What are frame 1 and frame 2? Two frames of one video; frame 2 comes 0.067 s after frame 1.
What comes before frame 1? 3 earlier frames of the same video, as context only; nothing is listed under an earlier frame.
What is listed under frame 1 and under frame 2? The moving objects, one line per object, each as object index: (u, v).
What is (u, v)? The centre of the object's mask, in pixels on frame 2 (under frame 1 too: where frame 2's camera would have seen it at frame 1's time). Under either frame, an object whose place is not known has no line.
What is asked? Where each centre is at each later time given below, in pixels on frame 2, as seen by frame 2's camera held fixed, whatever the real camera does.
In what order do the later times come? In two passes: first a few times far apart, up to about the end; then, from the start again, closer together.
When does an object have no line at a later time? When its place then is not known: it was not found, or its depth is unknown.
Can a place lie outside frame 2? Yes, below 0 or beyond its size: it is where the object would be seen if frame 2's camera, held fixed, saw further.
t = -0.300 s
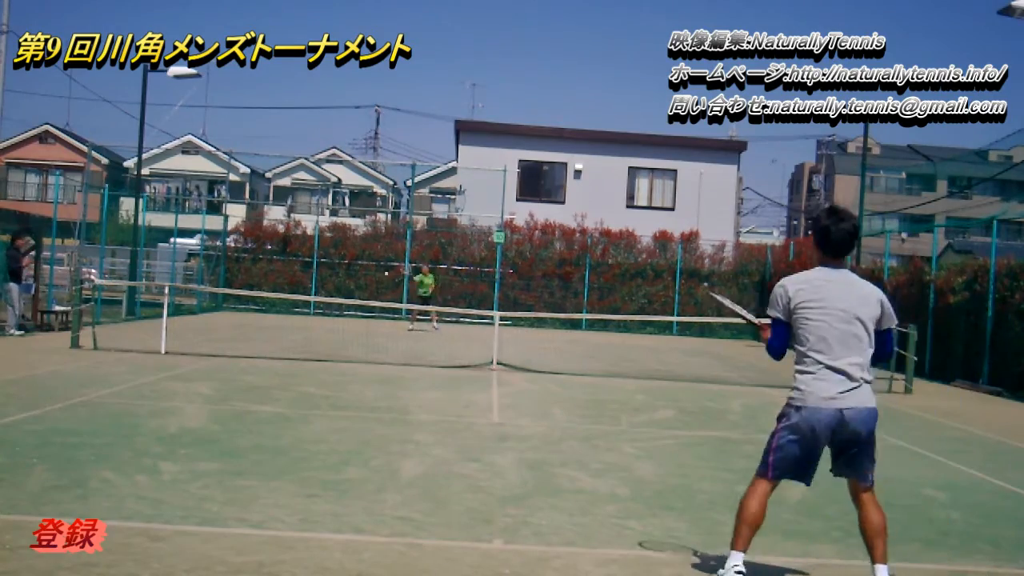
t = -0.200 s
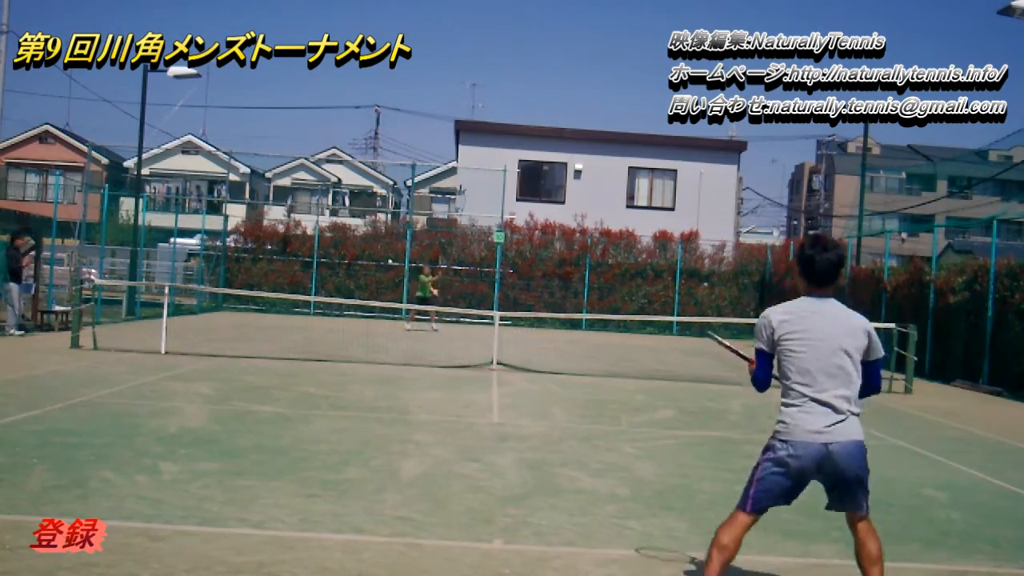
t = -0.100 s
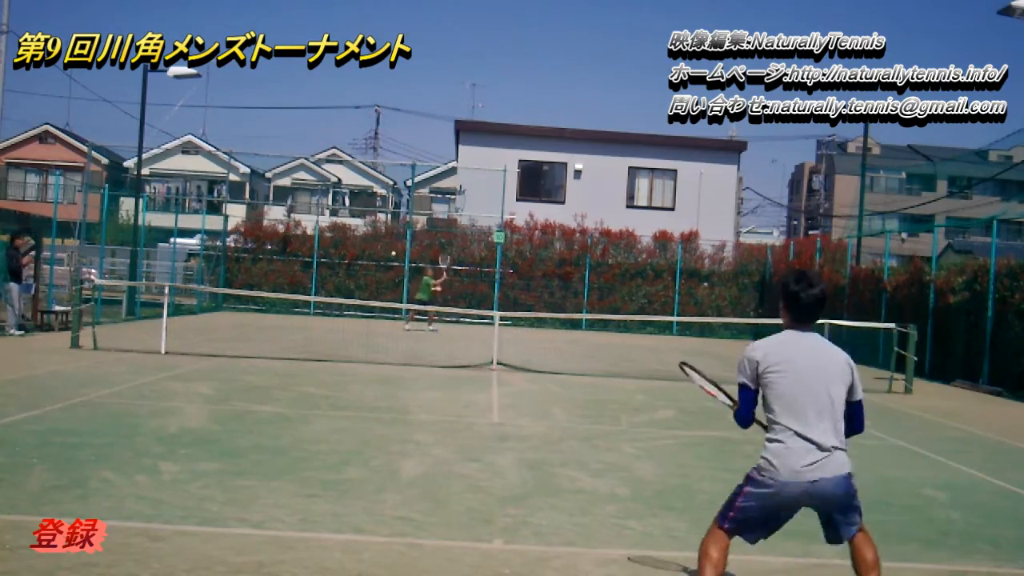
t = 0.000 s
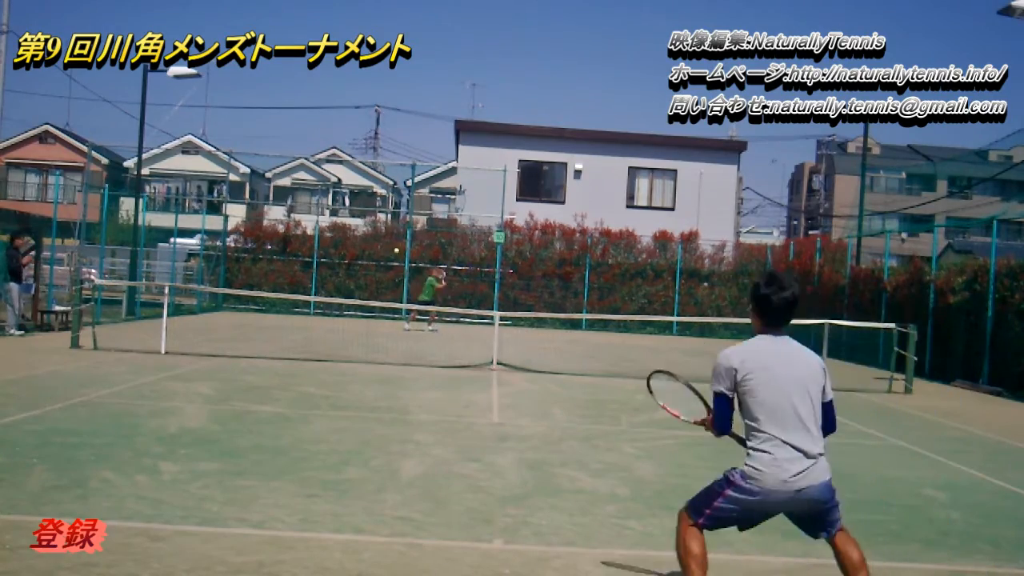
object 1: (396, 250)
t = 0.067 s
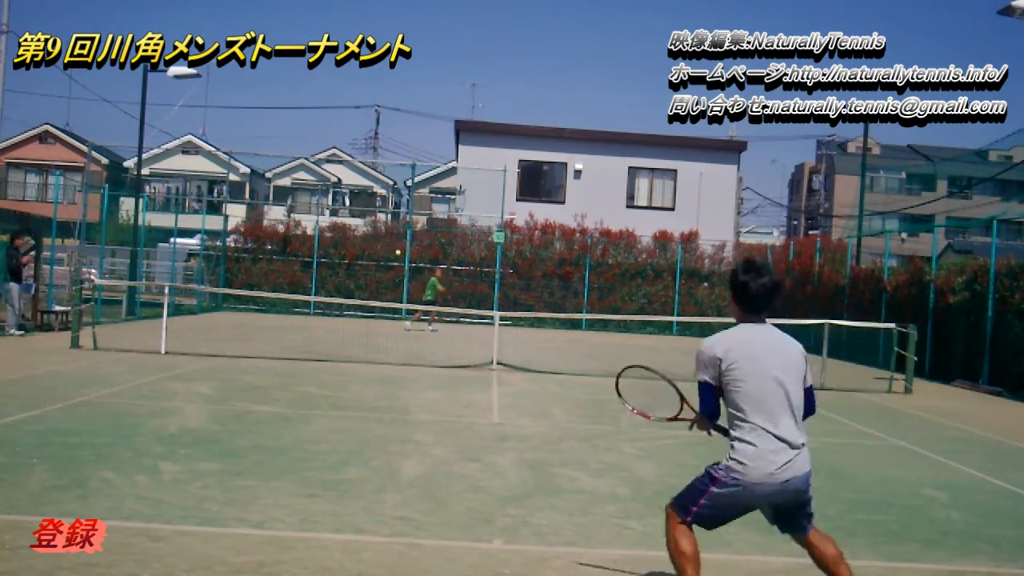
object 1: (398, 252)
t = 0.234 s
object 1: (399, 276)
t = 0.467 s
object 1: (391, 397)
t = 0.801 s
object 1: (396, 376)
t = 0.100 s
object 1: (398, 254)
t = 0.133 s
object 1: (399, 258)
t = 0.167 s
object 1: (399, 262)
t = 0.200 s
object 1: (399, 268)
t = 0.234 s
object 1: (399, 276)
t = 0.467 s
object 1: (391, 397)
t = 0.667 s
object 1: (391, 409)
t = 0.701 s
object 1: (392, 398)
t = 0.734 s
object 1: (394, 389)
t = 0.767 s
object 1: (395, 381)
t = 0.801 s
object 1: (396, 376)
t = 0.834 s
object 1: (397, 373)
